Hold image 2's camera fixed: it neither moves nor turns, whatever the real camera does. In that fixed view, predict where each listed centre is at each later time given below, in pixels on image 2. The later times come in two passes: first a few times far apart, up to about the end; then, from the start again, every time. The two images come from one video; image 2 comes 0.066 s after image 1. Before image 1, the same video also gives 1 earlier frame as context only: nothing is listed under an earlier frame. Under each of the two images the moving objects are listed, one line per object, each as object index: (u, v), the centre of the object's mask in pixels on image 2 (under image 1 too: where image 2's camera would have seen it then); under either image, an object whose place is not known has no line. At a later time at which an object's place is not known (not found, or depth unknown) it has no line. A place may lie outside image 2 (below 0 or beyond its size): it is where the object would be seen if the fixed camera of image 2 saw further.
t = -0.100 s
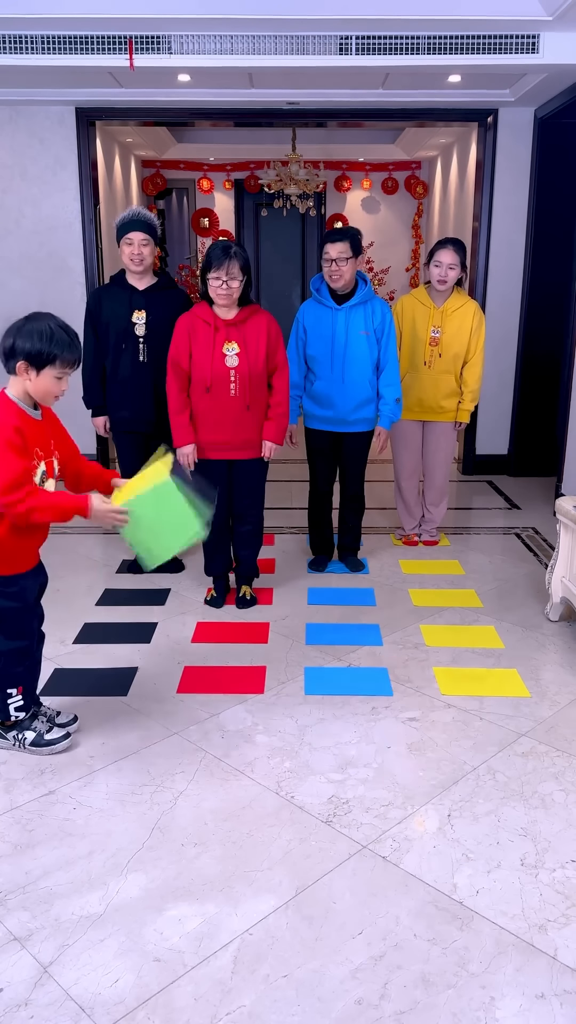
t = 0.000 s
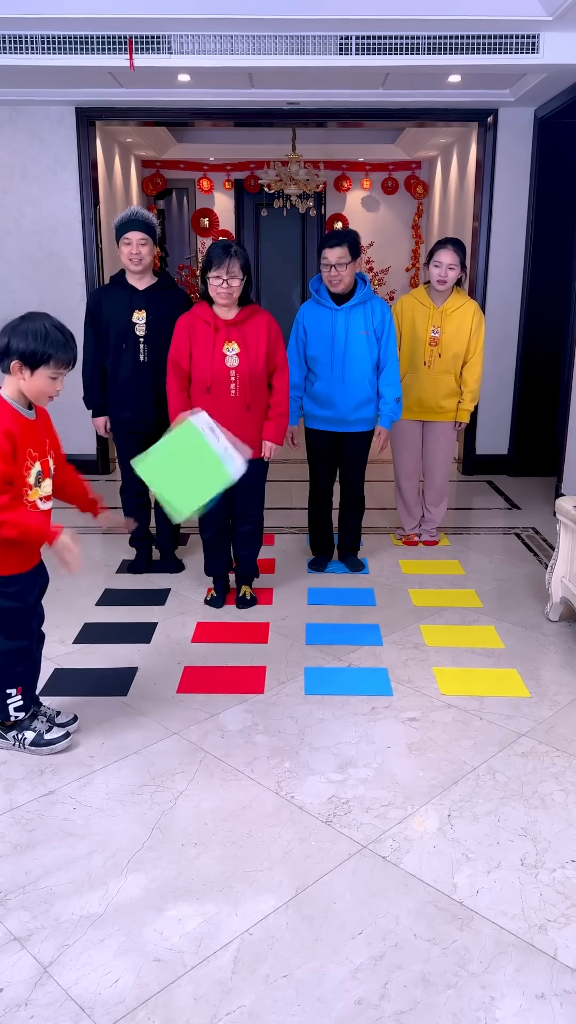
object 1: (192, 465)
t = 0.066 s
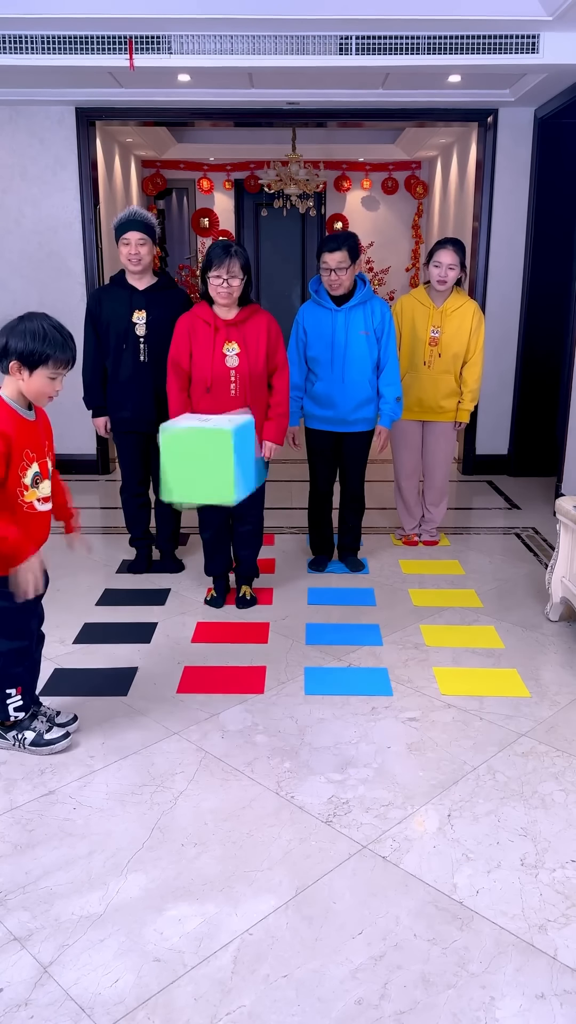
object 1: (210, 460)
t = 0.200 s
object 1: (253, 497)
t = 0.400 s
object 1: (316, 665)
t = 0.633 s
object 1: (316, 752)
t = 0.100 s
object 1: (220, 464)
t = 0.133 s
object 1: (232, 471)
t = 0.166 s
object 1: (242, 481)
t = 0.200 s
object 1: (253, 497)
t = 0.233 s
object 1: (264, 520)
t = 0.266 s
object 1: (274, 537)
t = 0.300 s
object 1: (281, 562)
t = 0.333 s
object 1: (296, 603)
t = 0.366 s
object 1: (307, 632)
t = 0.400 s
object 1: (316, 665)
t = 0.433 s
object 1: (324, 700)
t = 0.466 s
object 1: (332, 732)
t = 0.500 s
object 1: (329, 733)
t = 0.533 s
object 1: (326, 737)
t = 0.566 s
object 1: (320, 746)
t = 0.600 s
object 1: (317, 745)
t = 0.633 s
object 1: (316, 752)
